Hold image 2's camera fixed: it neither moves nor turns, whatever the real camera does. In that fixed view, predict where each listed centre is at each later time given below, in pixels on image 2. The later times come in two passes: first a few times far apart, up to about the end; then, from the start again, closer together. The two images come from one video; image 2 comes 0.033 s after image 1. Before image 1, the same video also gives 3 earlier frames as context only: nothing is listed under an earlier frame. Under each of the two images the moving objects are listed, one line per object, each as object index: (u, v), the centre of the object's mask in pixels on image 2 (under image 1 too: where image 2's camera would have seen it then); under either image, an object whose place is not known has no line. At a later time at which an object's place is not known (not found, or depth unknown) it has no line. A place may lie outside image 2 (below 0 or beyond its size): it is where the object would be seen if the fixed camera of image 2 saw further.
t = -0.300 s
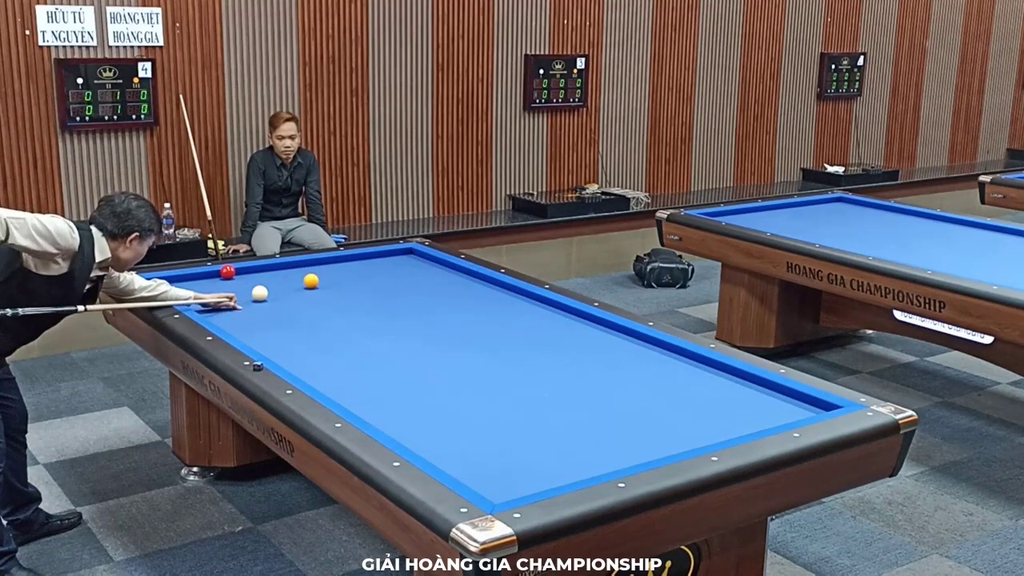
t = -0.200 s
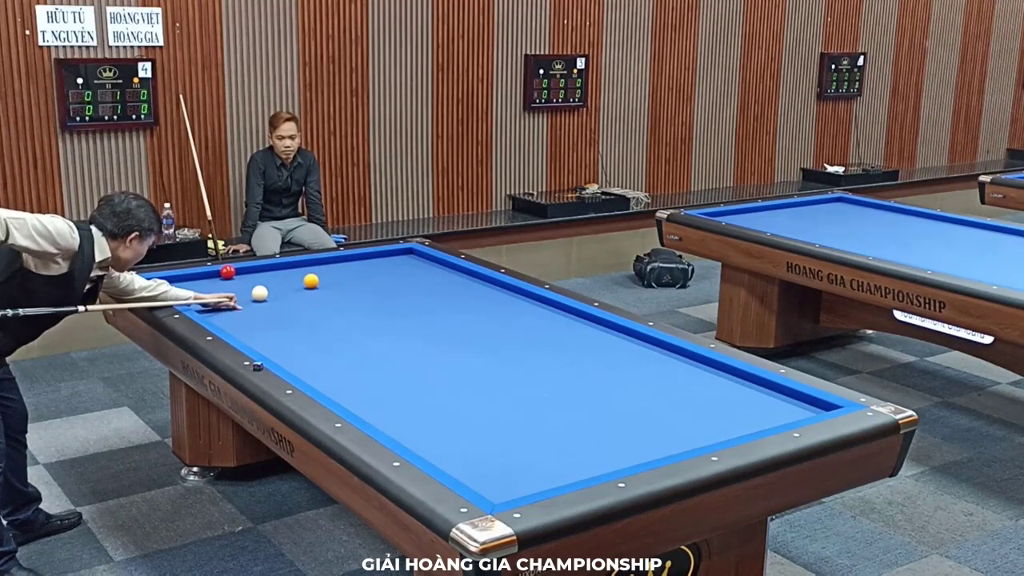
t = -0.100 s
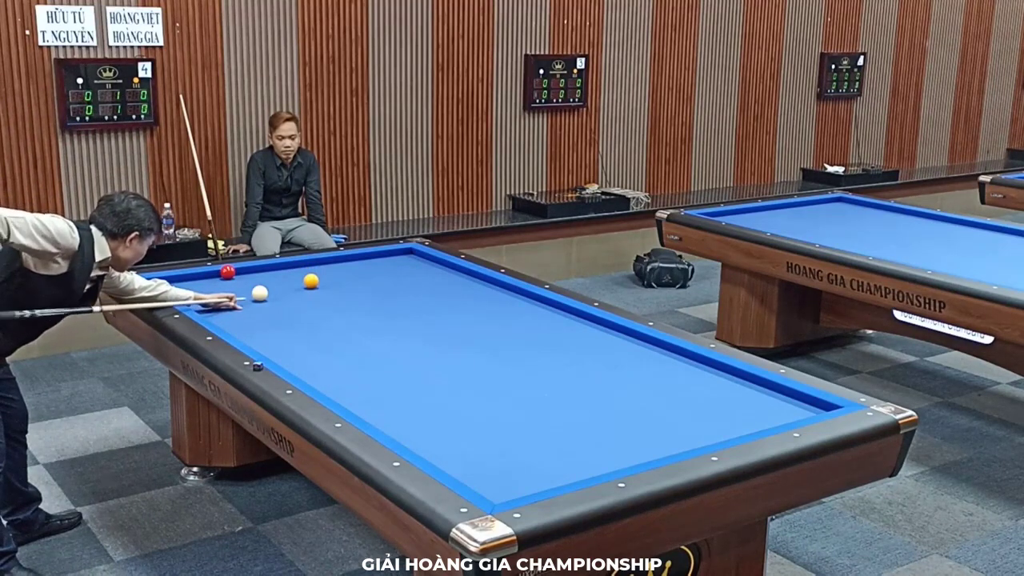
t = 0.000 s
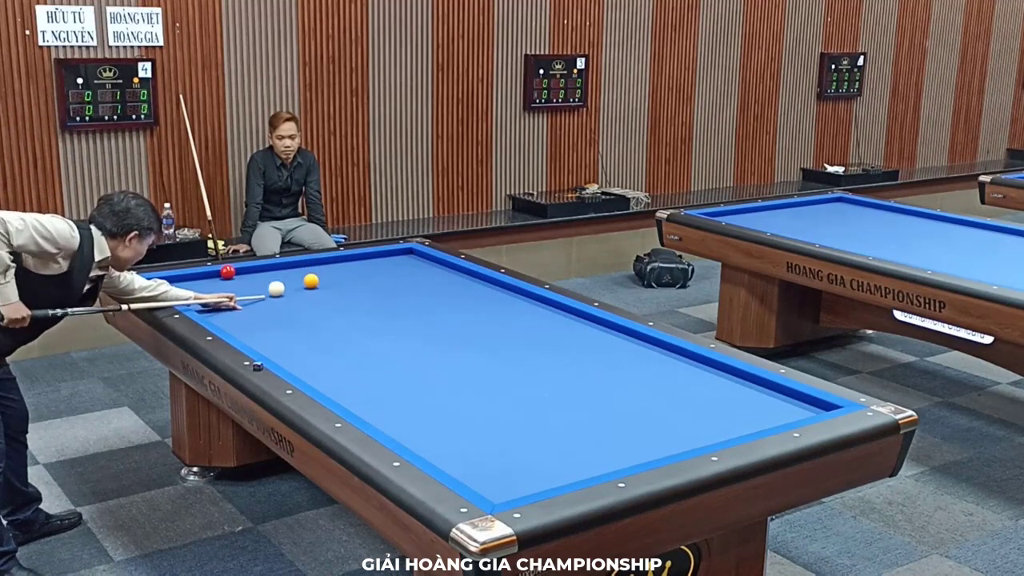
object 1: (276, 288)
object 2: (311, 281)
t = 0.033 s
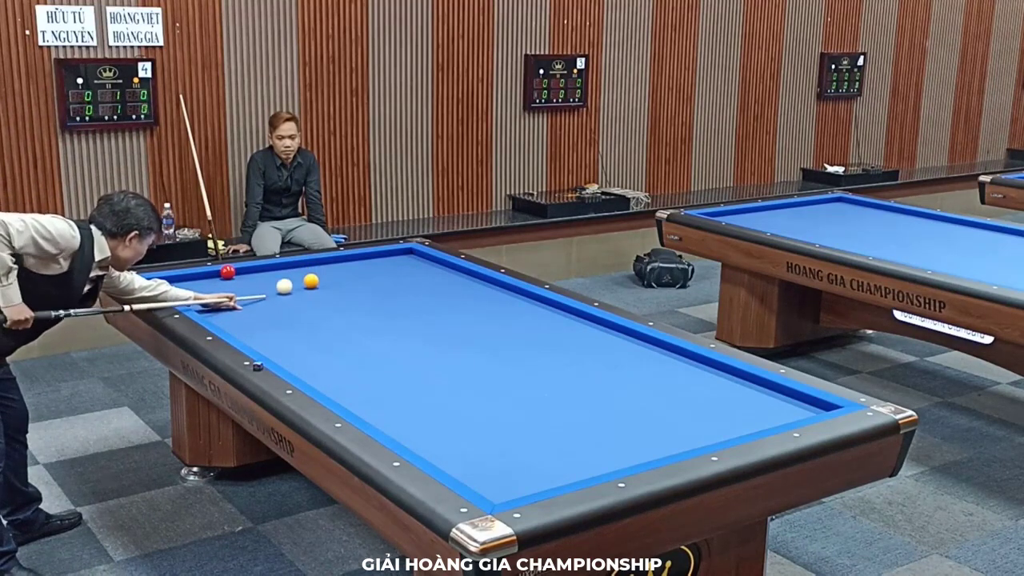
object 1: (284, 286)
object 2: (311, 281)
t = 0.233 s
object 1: (290, 280)
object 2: (342, 277)
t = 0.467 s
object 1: (277, 278)
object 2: (384, 271)
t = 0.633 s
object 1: (268, 277)
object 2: (411, 268)
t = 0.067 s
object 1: (291, 284)
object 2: (311, 281)
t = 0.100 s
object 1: (297, 282)
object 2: (313, 281)
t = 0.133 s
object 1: (295, 281)
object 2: (321, 279)
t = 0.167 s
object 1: (294, 281)
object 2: (328, 279)
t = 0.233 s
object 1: (290, 280)
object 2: (342, 277)
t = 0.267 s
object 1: (289, 279)
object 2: (349, 276)
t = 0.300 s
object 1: (287, 279)
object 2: (355, 275)
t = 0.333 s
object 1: (285, 279)
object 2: (360, 274)
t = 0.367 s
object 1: (283, 279)
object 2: (366, 274)
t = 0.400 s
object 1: (281, 279)
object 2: (372, 273)
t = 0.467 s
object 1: (277, 278)
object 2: (384, 271)
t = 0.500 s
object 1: (275, 278)
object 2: (390, 271)
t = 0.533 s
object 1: (274, 278)
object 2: (395, 270)
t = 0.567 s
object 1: (272, 277)
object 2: (400, 269)
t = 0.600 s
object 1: (270, 277)
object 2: (406, 268)
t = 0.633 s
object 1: (268, 277)
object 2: (411, 268)
